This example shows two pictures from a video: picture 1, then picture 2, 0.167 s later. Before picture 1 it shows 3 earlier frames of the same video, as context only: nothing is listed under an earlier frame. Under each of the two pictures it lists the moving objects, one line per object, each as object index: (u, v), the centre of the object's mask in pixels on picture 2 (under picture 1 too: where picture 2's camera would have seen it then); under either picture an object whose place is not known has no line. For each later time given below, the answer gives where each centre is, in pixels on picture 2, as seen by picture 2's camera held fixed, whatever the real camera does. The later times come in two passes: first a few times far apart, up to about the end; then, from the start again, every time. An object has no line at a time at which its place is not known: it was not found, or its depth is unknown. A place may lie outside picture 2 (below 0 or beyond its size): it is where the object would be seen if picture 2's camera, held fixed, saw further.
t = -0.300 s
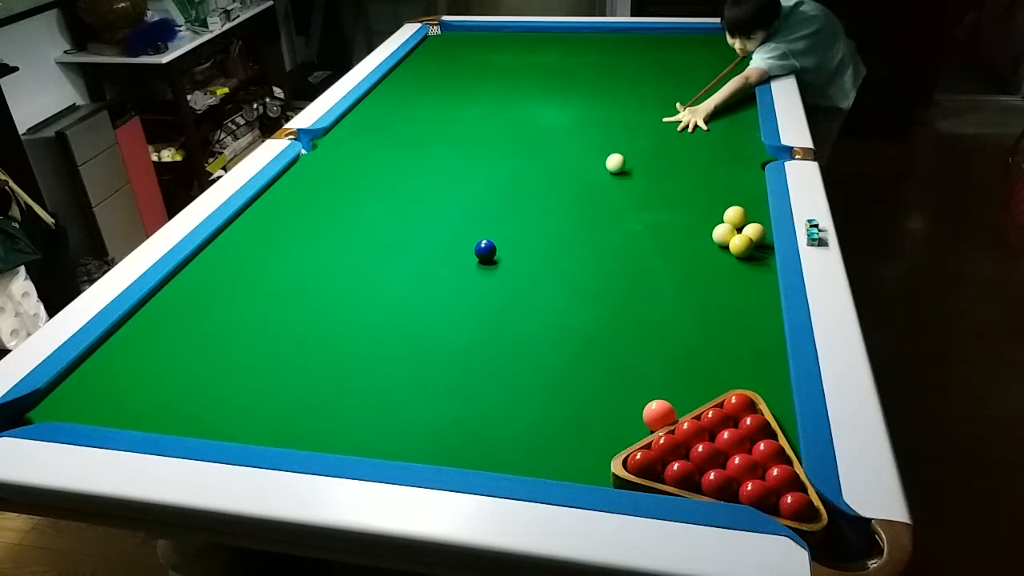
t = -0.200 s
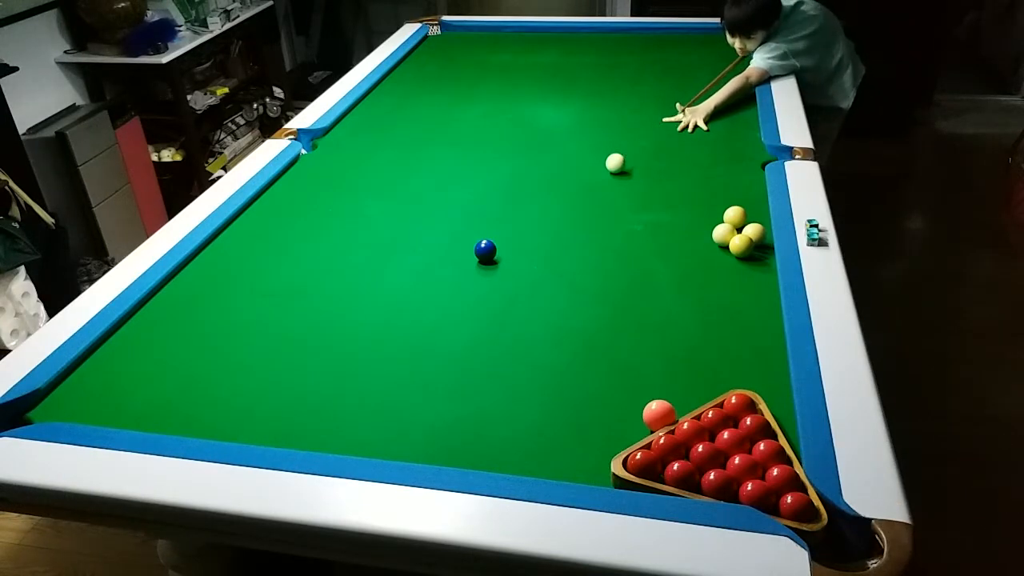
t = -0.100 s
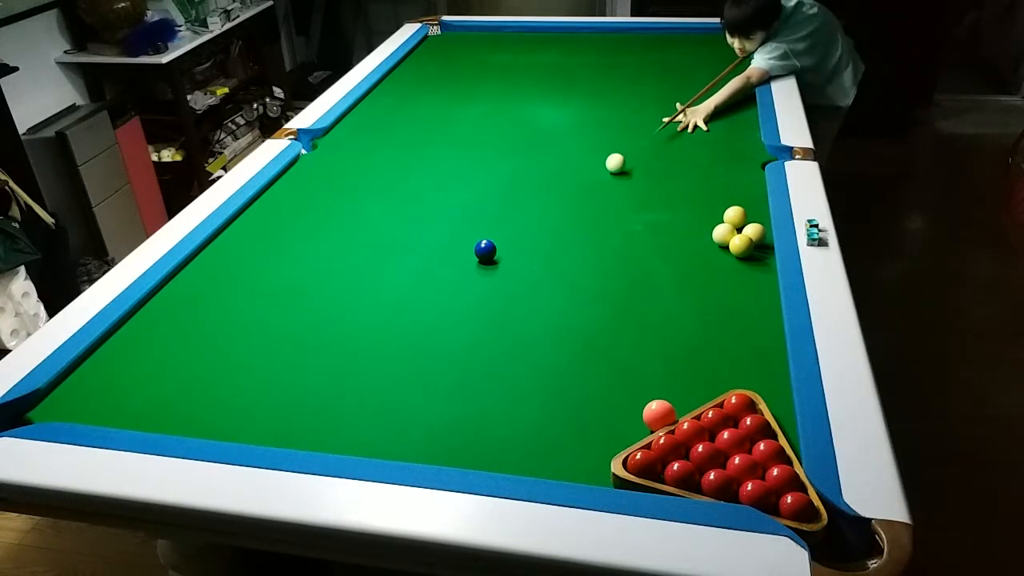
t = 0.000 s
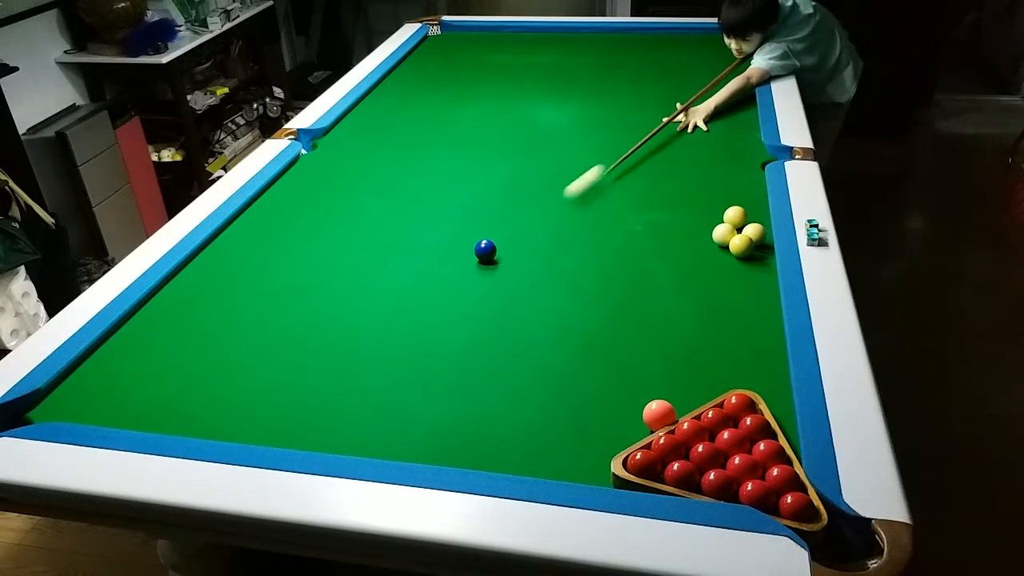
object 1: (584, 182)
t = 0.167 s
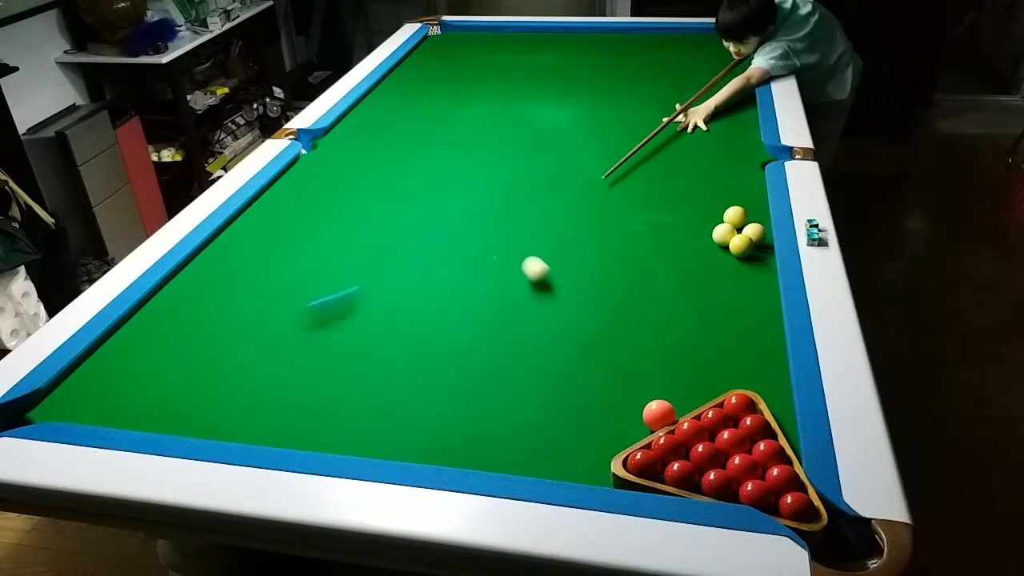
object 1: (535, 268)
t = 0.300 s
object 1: (574, 316)
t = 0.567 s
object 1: (628, 400)
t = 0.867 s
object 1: (601, 415)
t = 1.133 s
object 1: (578, 424)
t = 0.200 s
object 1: (545, 280)
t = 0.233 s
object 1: (555, 292)
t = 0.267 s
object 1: (565, 303)
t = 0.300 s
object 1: (574, 316)
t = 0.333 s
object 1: (584, 328)
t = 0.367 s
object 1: (595, 342)
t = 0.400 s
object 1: (606, 357)
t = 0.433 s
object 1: (619, 374)
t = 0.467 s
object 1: (632, 390)
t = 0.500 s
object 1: (634, 397)
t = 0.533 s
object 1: (631, 398)
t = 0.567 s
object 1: (628, 400)
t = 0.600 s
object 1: (625, 402)
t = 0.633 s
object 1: (623, 405)
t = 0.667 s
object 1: (619, 406)
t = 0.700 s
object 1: (616, 408)
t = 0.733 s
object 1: (613, 409)
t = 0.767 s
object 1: (610, 411)
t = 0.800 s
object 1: (607, 412)
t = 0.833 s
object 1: (604, 413)
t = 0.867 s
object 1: (601, 415)
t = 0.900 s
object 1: (598, 416)
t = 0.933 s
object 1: (595, 417)
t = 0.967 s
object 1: (592, 419)
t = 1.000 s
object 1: (589, 420)
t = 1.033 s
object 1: (586, 421)
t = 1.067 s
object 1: (583, 422)
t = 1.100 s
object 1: (581, 423)
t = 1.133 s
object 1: (578, 424)
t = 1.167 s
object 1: (575, 425)
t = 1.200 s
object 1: (573, 426)
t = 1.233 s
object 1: (570, 427)
